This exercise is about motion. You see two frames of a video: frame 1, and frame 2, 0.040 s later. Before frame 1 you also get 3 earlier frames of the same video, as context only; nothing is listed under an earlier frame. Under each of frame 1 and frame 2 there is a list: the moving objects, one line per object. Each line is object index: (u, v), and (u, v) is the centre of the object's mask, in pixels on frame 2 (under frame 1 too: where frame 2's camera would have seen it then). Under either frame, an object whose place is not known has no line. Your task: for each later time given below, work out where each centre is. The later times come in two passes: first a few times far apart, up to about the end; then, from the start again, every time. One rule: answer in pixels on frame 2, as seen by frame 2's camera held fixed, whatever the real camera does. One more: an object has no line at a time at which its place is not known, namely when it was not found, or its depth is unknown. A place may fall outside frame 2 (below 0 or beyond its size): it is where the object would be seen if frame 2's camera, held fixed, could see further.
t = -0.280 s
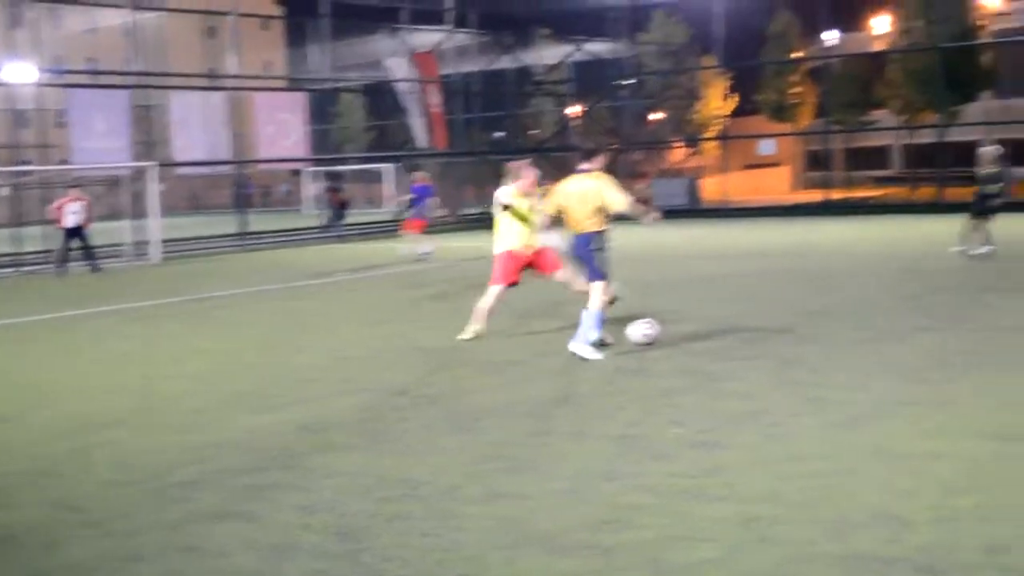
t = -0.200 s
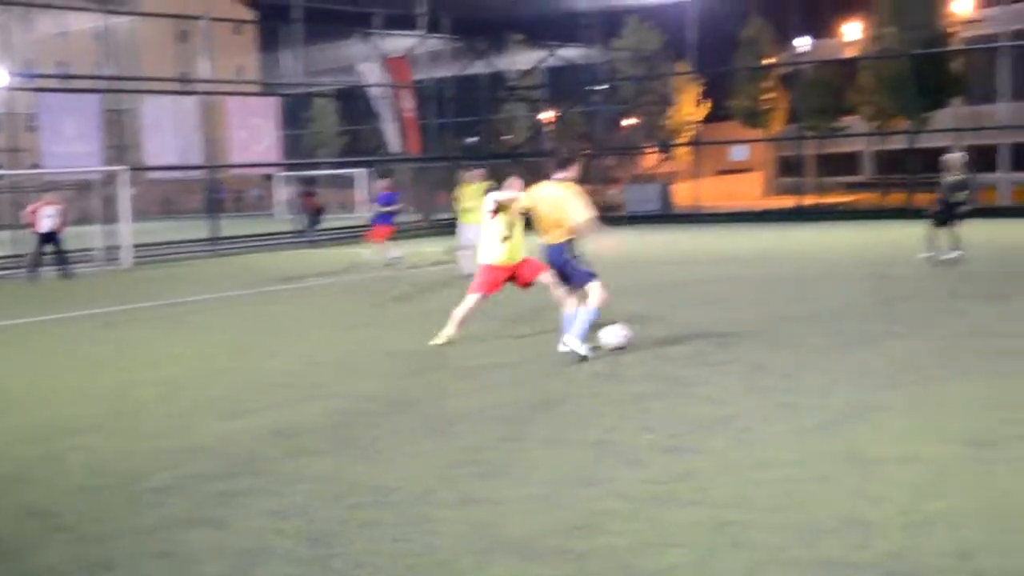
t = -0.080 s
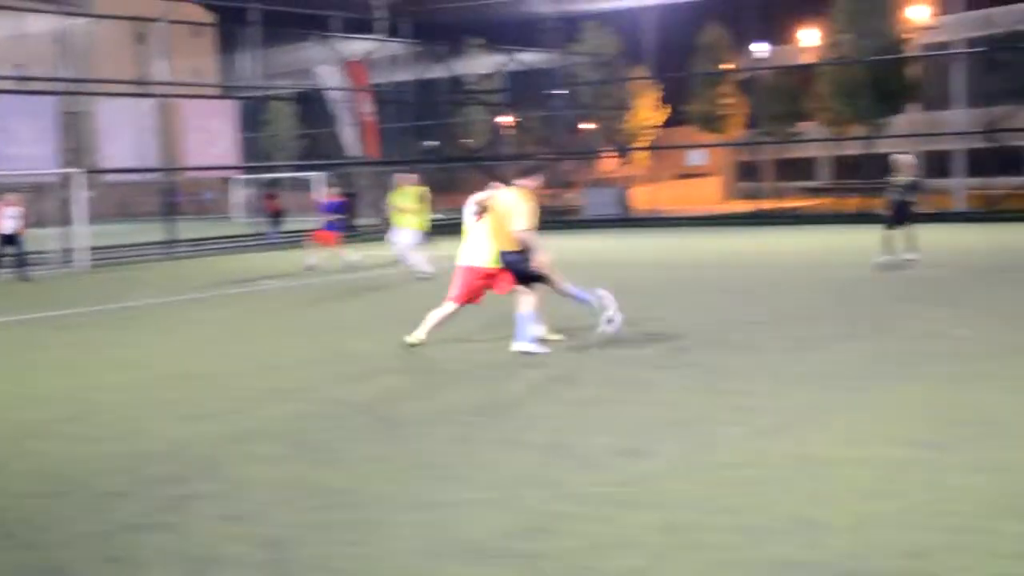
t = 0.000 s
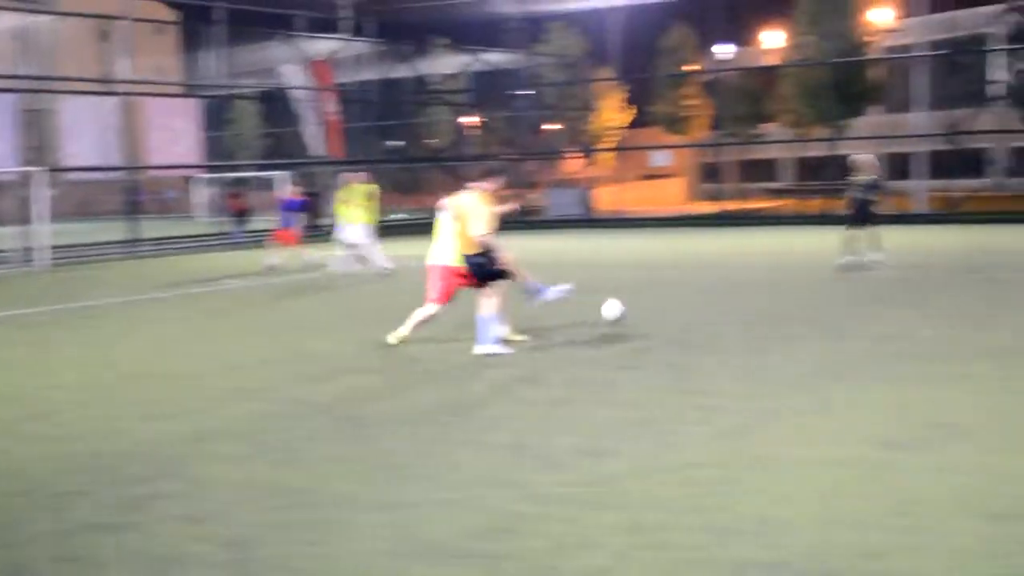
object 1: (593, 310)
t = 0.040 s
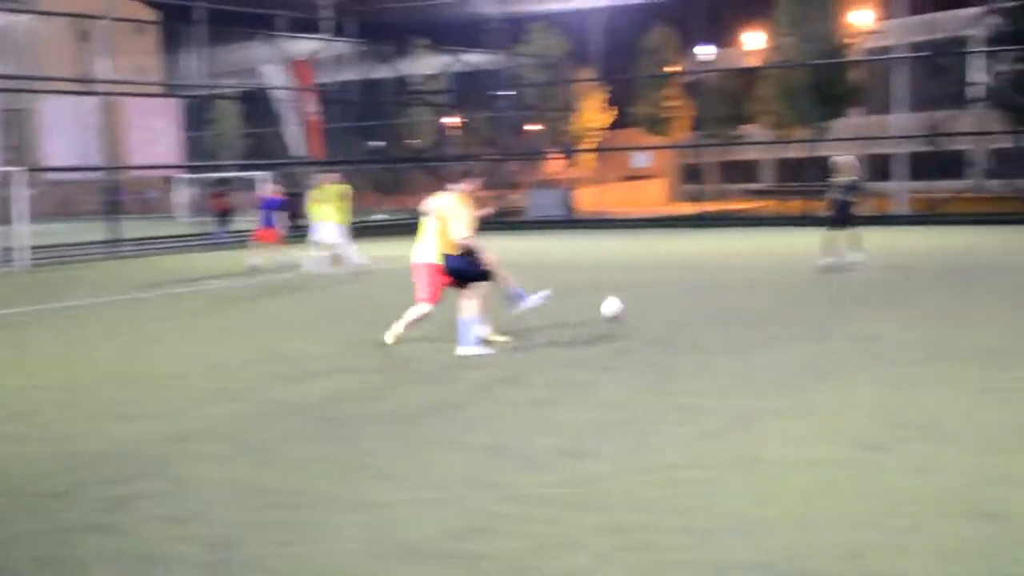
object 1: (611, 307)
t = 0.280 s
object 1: (686, 290)
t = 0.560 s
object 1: (738, 271)
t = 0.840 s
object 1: (772, 264)
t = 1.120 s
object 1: (800, 254)
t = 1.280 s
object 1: (811, 249)
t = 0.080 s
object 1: (628, 306)
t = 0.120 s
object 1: (642, 305)
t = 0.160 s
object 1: (654, 299)
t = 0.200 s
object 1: (665, 294)
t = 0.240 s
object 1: (676, 290)
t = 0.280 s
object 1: (686, 290)
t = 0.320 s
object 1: (695, 289)
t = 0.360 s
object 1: (703, 286)
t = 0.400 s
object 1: (710, 284)
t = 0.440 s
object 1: (717, 282)
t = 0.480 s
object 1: (725, 277)
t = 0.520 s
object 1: (731, 273)
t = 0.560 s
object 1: (738, 271)
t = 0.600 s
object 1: (744, 271)
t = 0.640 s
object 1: (749, 271)
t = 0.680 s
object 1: (754, 268)
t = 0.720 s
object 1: (759, 266)
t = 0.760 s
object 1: (764, 265)
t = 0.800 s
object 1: (768, 264)
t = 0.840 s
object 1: (772, 264)
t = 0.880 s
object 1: (776, 262)
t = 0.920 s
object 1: (781, 259)
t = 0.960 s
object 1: (785, 256)
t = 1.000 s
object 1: (789, 256)
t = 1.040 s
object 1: (793, 255)
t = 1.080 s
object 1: (798, 255)
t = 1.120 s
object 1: (800, 254)
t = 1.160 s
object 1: (804, 252)
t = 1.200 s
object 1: (807, 251)
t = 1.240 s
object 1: (808, 251)
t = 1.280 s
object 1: (811, 249)
